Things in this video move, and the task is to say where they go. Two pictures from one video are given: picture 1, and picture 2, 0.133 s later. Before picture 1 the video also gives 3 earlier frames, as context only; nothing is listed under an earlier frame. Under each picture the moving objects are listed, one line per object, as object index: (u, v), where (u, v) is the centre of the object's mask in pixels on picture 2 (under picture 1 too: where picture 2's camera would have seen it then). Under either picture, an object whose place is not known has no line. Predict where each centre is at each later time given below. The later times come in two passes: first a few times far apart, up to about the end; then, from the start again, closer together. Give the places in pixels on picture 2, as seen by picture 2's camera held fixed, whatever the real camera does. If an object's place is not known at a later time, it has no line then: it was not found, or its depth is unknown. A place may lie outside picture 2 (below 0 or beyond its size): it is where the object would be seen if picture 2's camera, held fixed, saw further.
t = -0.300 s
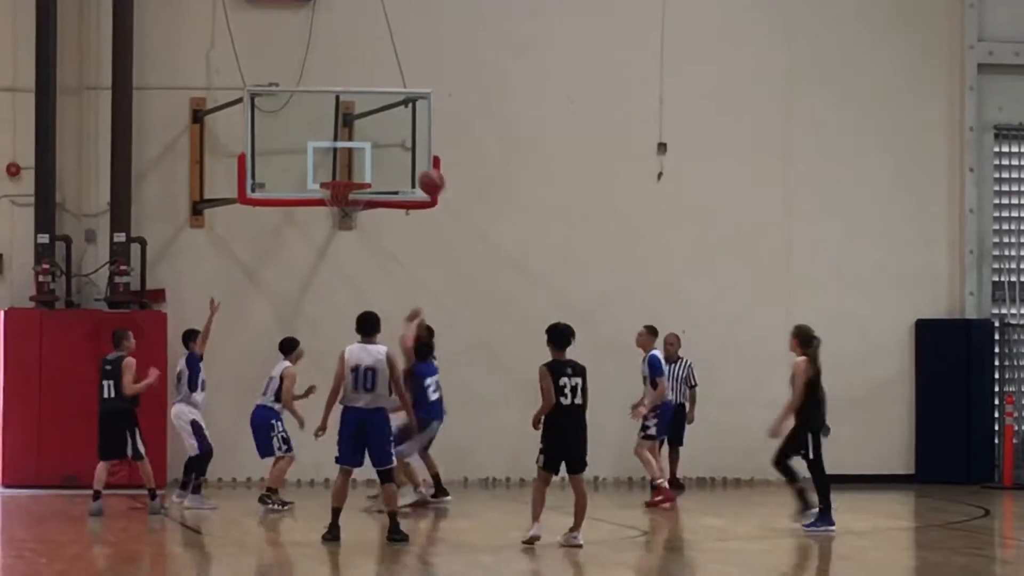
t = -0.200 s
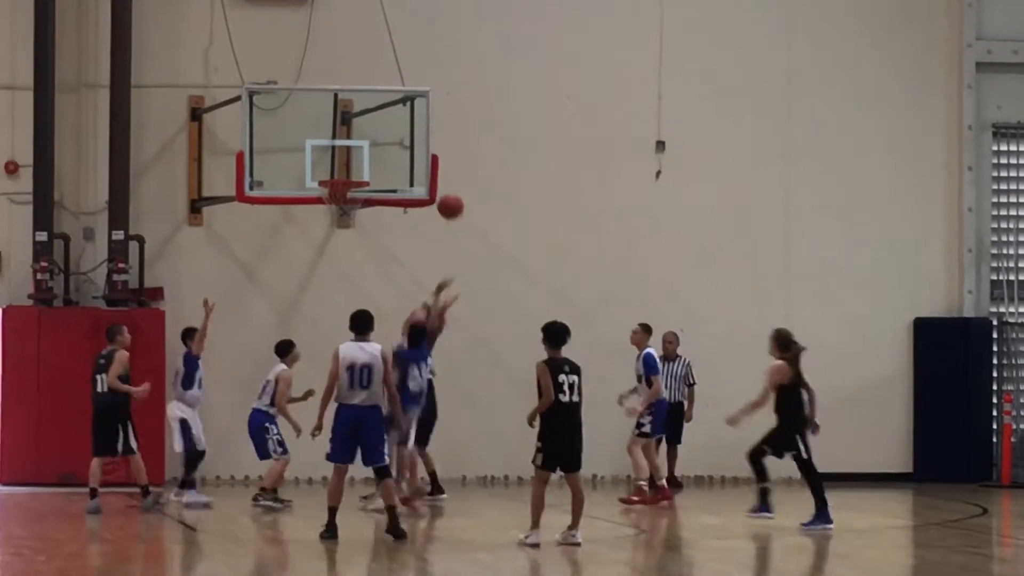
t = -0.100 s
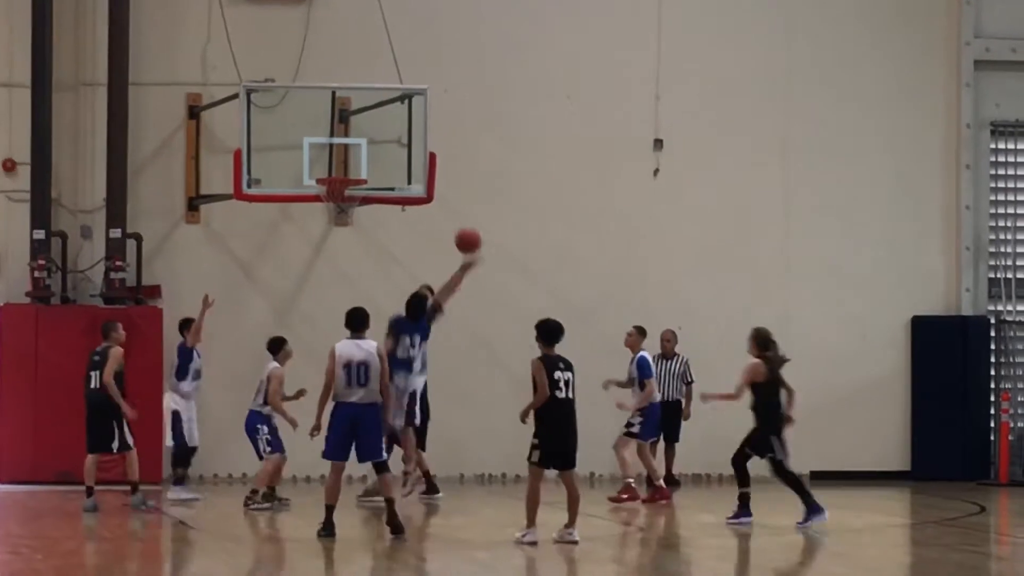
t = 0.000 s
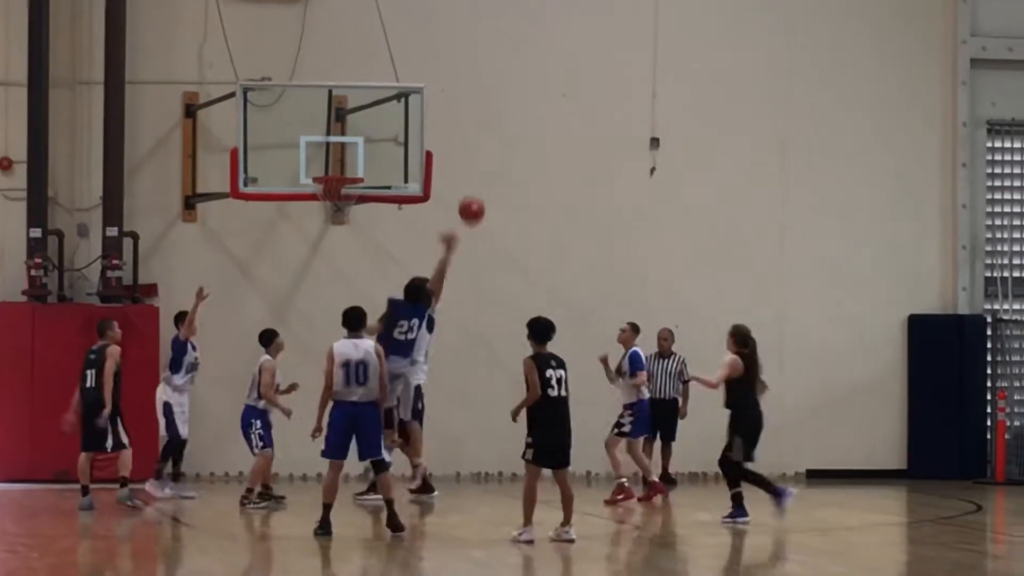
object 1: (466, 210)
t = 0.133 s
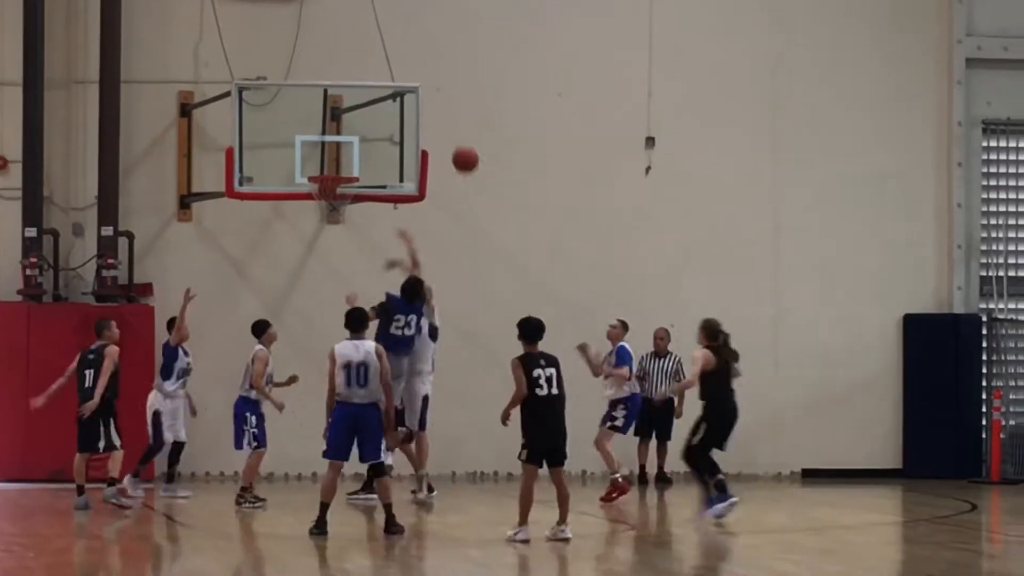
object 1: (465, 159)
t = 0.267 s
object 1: (464, 129)
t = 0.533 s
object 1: (461, 123)
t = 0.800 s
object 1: (456, 201)
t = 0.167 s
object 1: (465, 150)
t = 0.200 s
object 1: (465, 142)
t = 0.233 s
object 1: (464, 135)
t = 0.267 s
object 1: (464, 129)
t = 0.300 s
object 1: (464, 124)
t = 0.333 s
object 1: (464, 120)
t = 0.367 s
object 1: (463, 117)
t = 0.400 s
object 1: (463, 116)
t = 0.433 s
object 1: (463, 116)
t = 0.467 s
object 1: (462, 117)
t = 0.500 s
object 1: (462, 120)
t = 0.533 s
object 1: (461, 123)
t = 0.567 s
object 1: (461, 129)
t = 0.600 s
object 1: (461, 135)
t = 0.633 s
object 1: (460, 143)
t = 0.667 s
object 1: (460, 152)
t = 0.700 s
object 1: (459, 162)
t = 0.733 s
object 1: (458, 173)
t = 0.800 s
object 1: (456, 201)
